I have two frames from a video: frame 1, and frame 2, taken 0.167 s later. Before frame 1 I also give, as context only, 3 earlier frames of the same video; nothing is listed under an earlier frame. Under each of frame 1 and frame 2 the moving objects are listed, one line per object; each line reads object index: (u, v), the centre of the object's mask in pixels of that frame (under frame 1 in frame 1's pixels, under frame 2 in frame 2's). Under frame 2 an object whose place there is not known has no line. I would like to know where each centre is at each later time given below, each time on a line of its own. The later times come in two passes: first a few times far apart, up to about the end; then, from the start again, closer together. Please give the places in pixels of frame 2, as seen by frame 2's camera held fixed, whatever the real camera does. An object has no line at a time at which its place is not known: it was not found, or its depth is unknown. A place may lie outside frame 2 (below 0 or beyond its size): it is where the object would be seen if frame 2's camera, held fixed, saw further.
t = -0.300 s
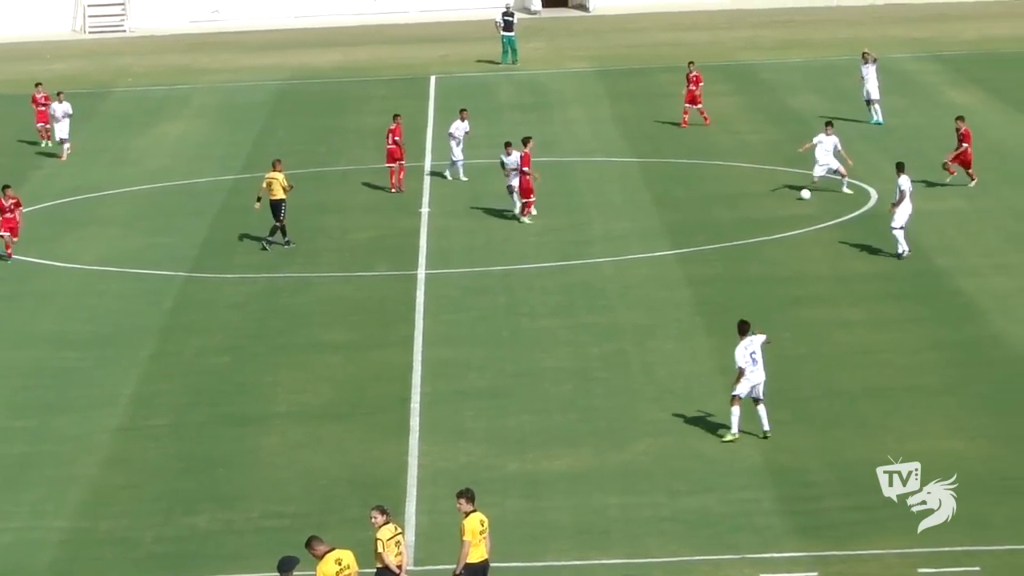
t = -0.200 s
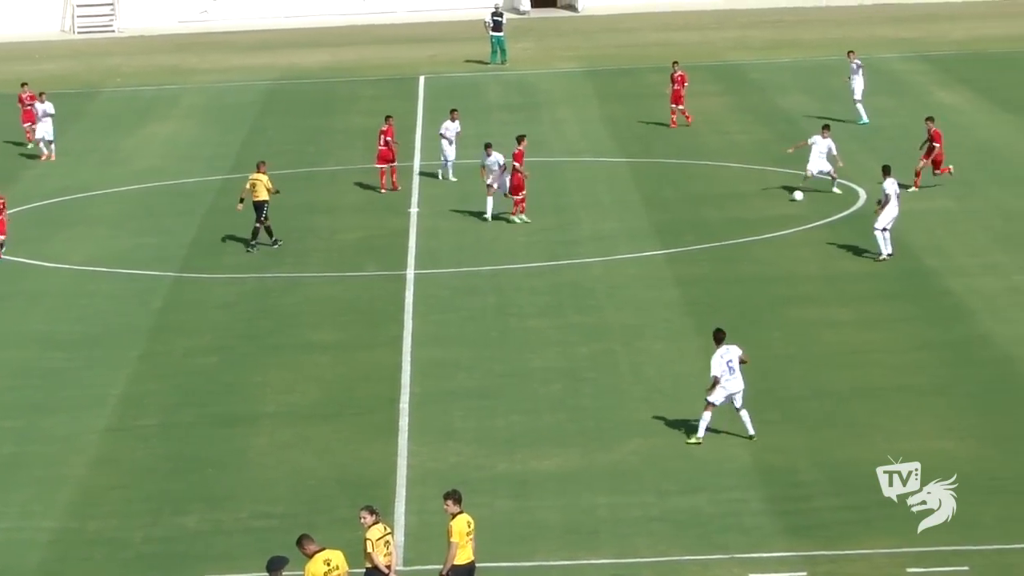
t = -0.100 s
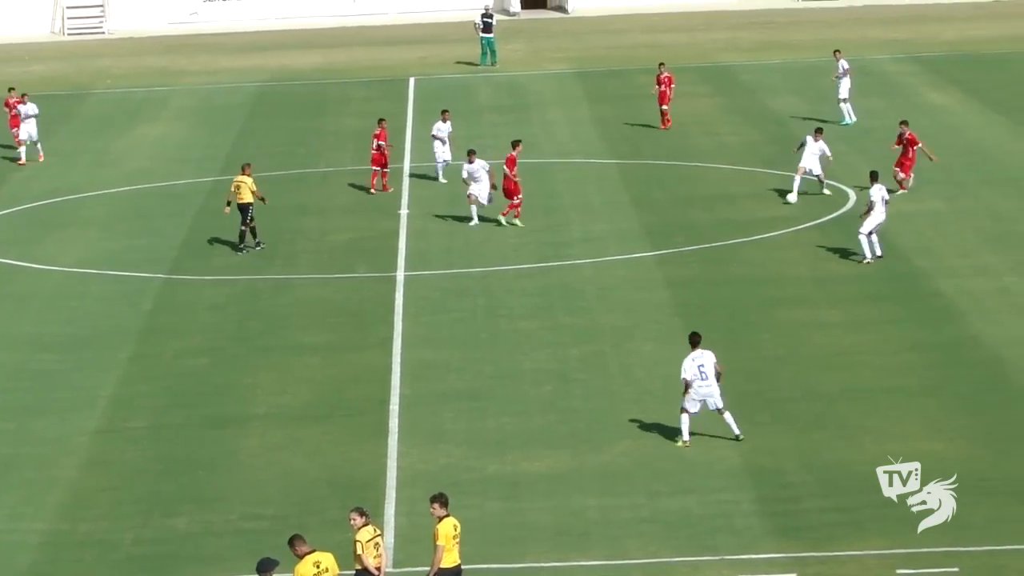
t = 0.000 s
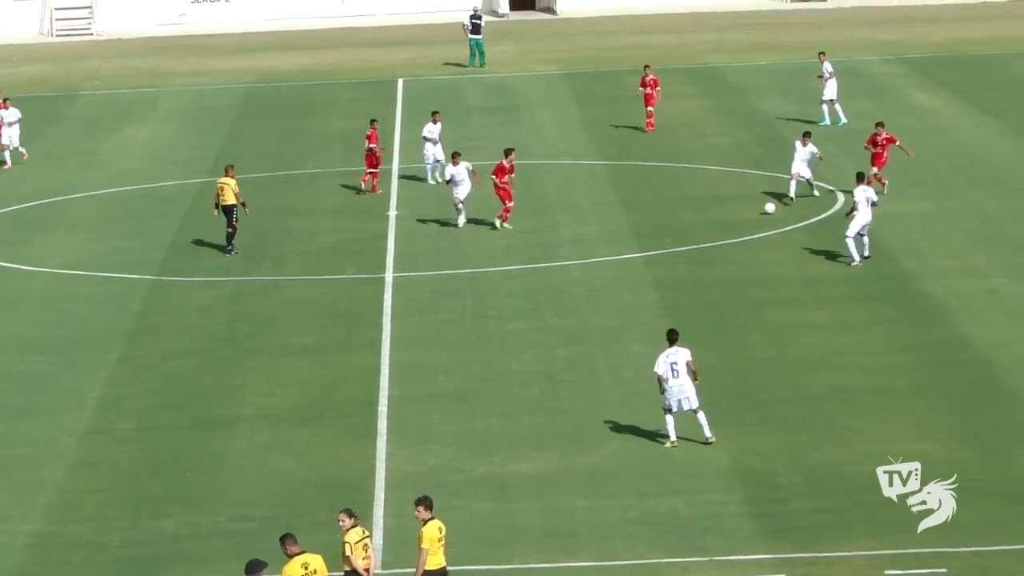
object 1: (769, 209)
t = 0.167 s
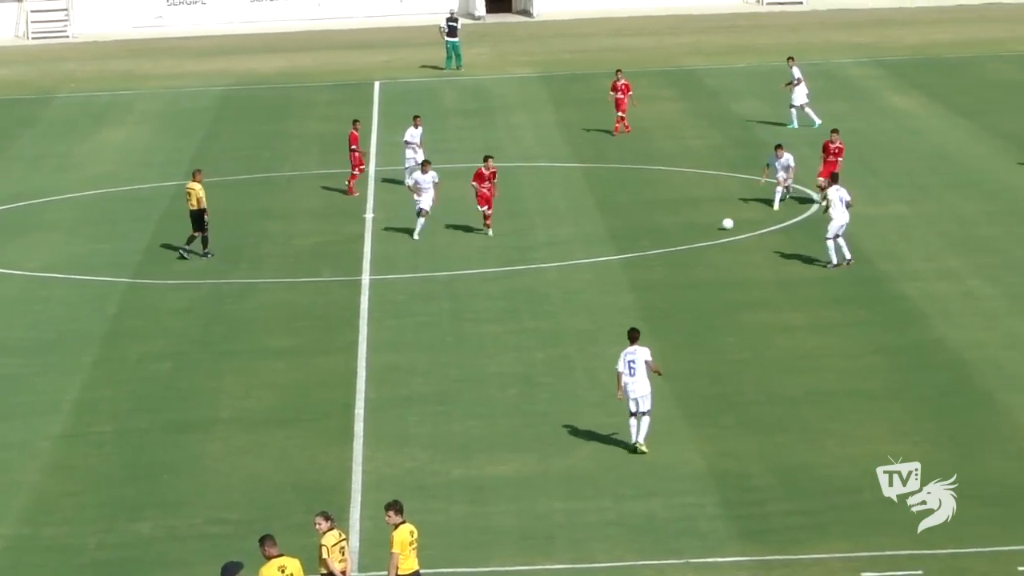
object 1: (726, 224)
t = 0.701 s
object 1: (670, 261)
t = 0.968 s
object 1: (645, 281)
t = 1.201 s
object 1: (621, 297)
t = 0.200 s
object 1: (721, 228)
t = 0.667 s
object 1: (673, 260)
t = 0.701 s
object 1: (670, 261)
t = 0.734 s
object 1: (667, 263)
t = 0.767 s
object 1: (664, 266)
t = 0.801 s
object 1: (661, 268)
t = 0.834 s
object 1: (658, 272)
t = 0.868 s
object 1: (655, 275)
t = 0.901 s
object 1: (651, 276)
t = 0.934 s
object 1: (648, 278)
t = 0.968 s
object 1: (645, 281)
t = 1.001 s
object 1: (642, 284)
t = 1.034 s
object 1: (639, 285)
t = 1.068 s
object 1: (636, 288)
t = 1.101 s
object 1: (632, 290)
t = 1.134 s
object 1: (629, 292)
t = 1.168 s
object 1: (625, 294)
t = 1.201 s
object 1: (621, 297)
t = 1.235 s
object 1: (618, 300)
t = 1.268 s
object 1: (614, 302)
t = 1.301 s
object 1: (611, 304)
